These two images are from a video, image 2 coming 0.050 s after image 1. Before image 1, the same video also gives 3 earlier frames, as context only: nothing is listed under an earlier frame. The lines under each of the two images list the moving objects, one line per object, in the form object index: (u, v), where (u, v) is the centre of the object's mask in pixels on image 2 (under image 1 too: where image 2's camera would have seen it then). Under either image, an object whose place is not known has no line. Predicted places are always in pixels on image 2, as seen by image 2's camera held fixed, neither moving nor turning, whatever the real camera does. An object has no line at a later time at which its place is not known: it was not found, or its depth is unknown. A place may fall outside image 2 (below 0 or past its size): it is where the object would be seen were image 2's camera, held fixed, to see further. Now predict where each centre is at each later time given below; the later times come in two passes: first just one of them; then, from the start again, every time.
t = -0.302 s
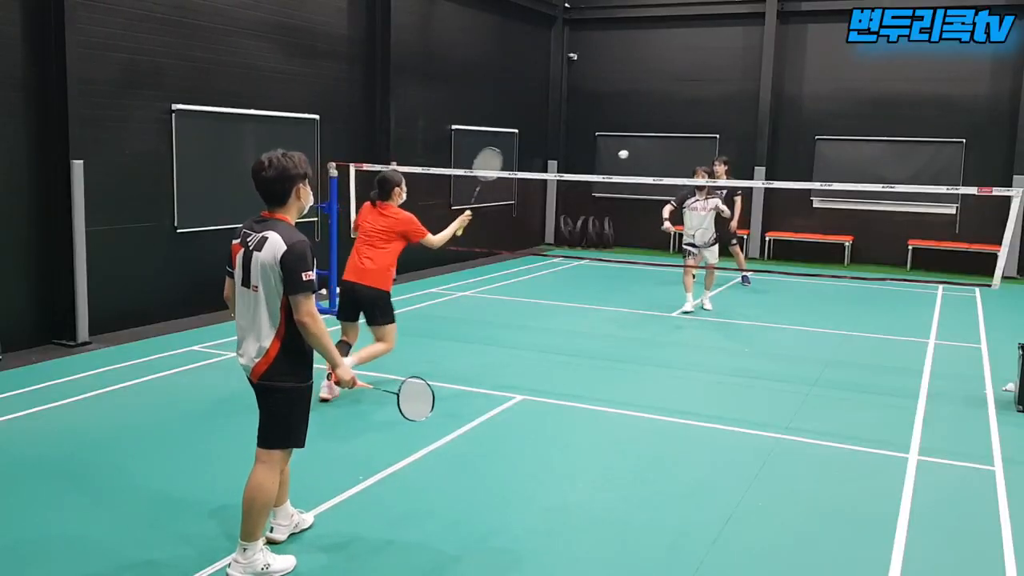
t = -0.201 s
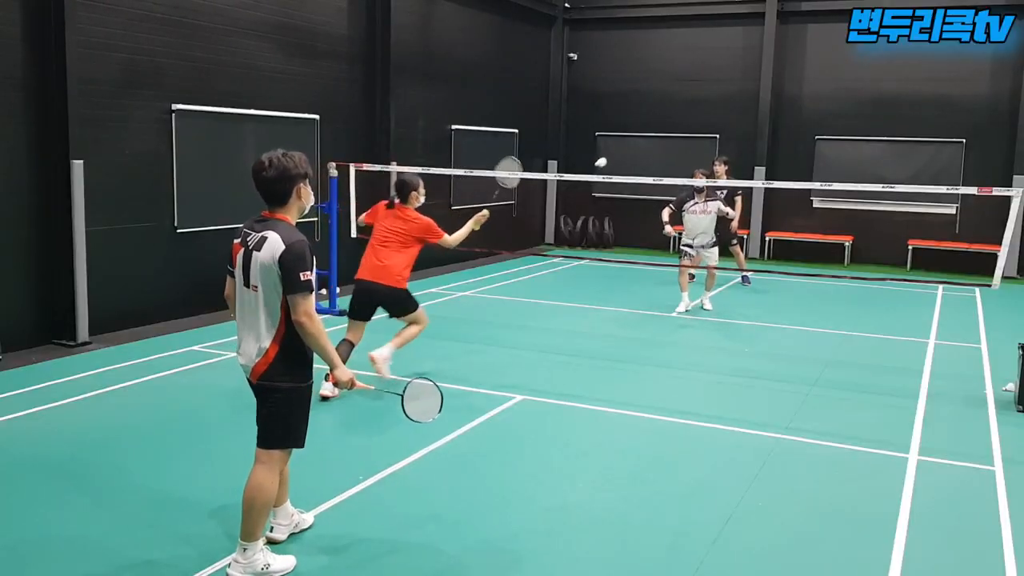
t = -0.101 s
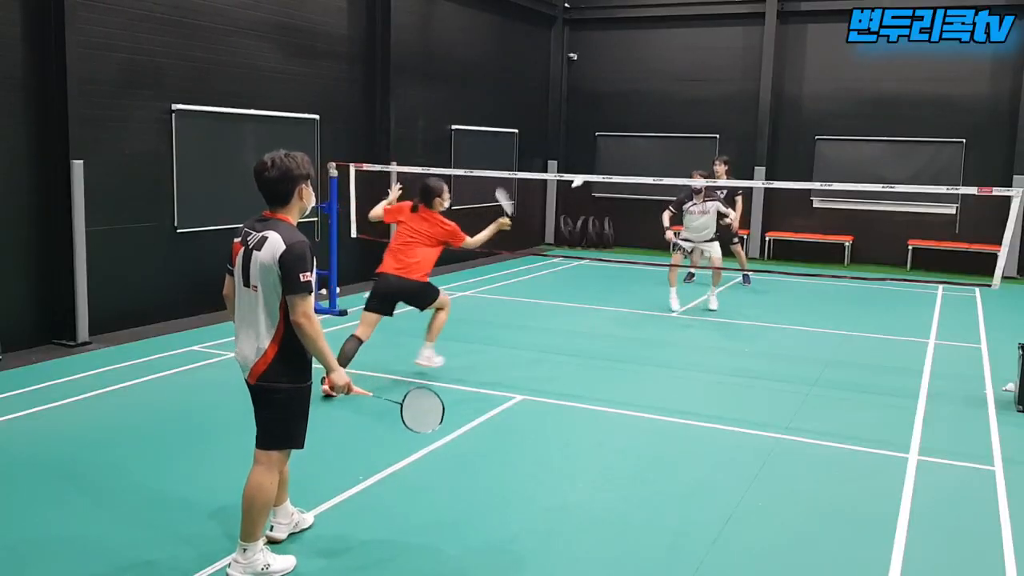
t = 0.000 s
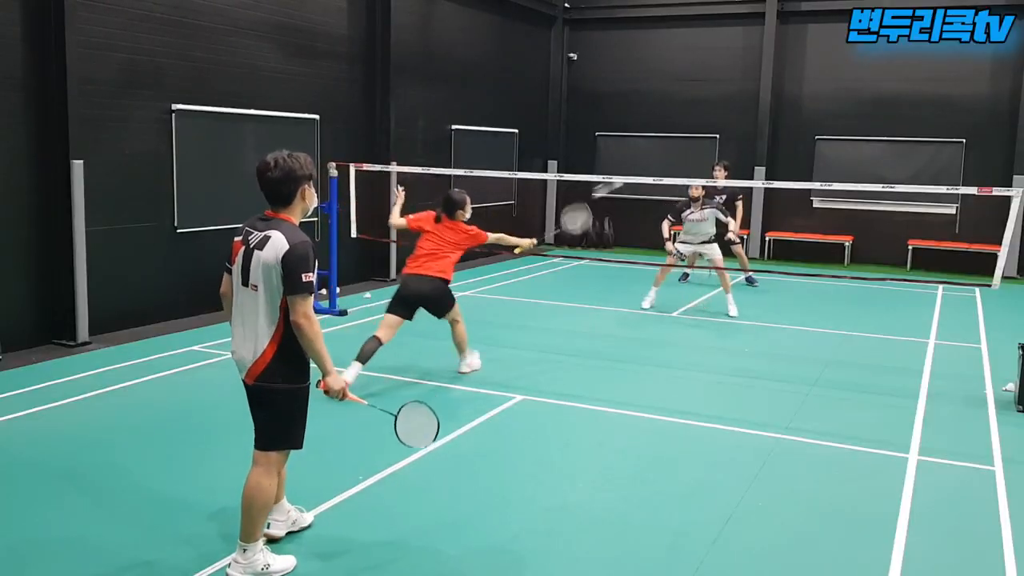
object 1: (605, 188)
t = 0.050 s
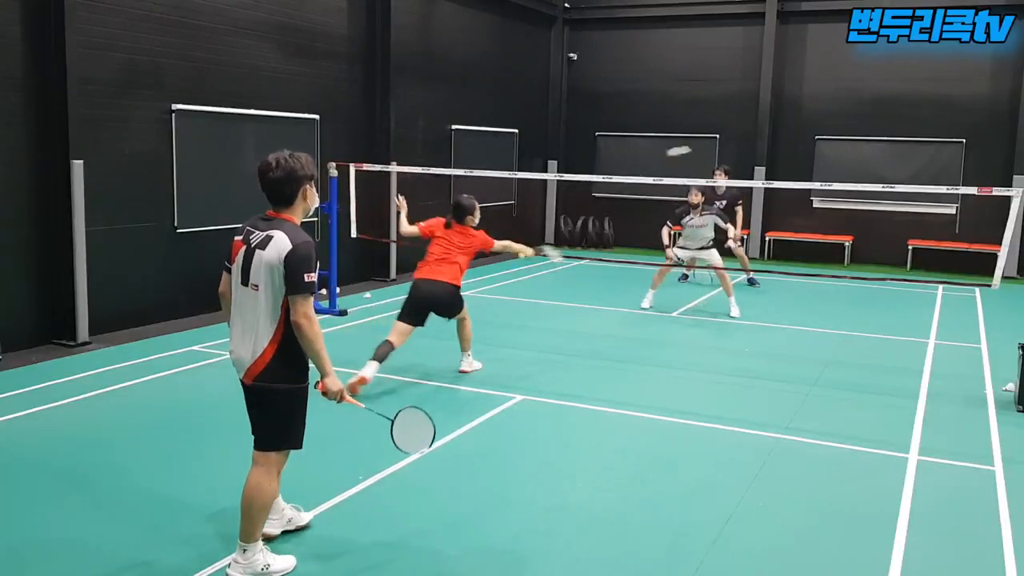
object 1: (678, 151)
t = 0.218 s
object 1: (809, 121)
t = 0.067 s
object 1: (697, 148)
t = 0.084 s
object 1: (714, 144)
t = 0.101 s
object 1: (729, 139)
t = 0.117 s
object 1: (743, 135)
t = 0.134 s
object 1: (756, 131)
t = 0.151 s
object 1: (768, 128)
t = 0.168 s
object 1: (779, 126)
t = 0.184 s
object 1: (790, 124)
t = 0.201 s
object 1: (800, 123)
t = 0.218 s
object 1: (809, 121)
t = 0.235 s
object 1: (817, 121)
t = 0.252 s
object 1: (825, 121)
